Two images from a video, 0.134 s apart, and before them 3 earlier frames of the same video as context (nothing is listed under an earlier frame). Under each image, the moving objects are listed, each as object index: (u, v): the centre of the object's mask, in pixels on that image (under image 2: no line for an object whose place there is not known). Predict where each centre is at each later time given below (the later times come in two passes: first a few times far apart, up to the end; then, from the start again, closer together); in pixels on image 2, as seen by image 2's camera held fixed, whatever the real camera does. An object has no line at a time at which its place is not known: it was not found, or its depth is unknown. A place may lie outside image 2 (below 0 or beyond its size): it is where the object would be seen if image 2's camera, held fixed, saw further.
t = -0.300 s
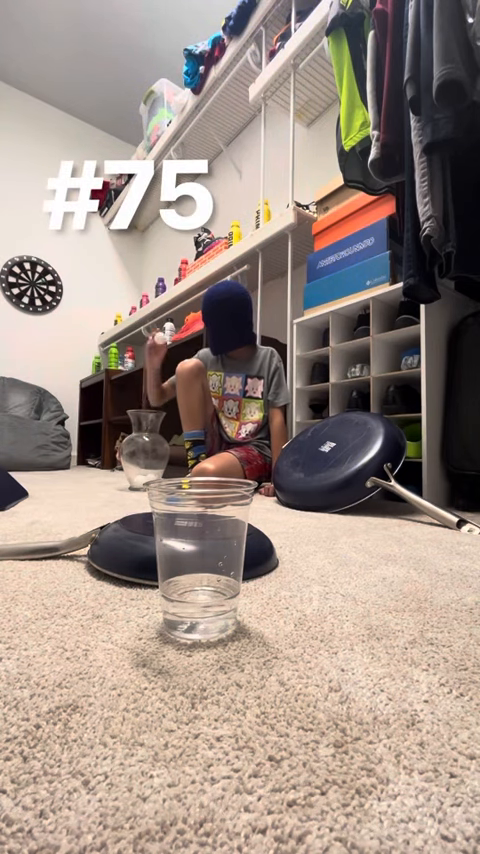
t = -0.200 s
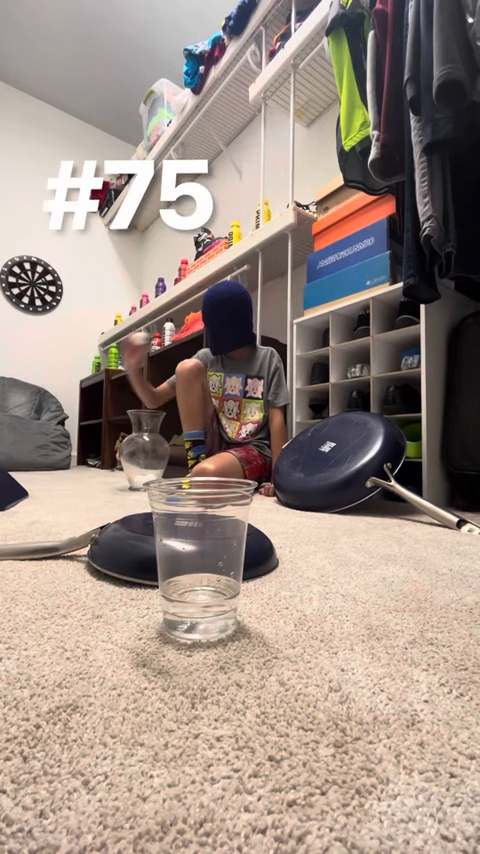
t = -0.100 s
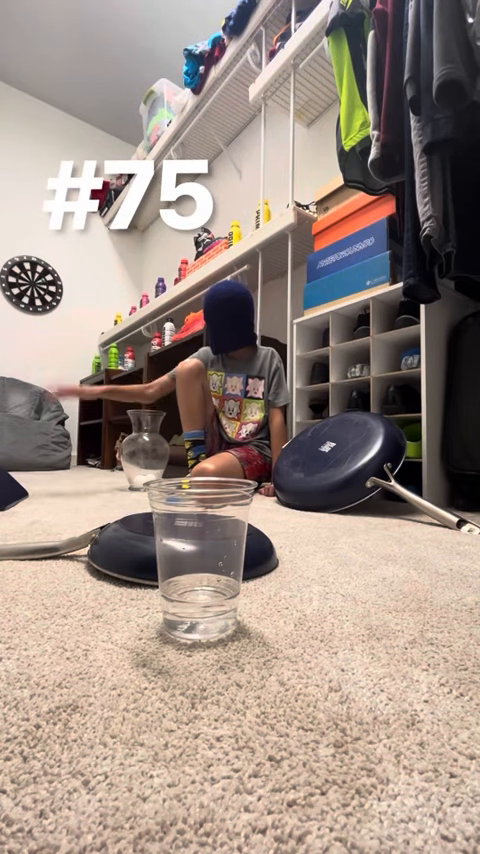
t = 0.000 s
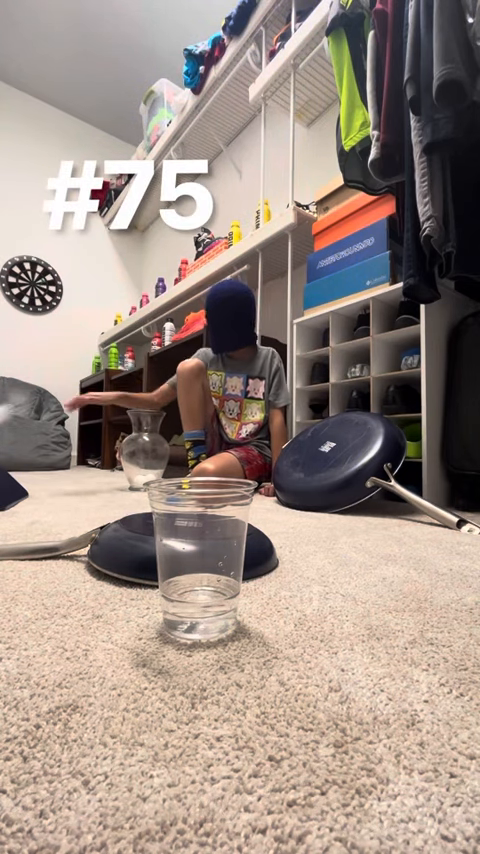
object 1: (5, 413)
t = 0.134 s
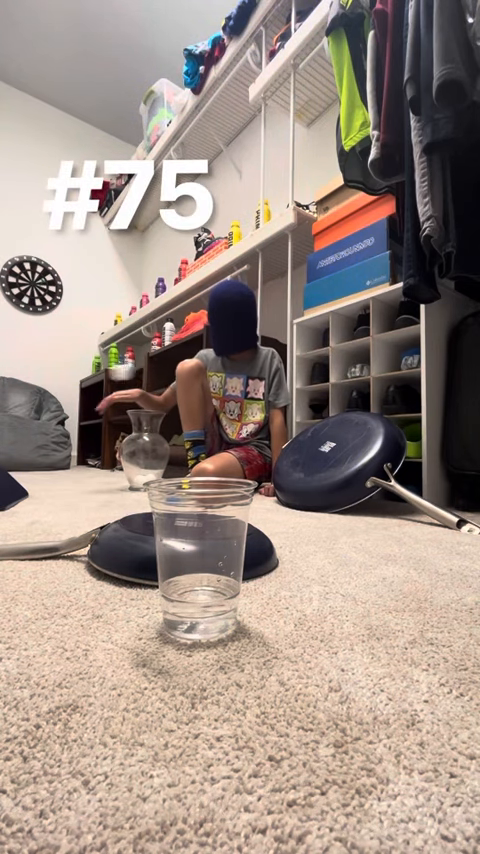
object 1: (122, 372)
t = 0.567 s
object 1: (258, 404)
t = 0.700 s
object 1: (213, 491)
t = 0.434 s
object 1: (285, 420)
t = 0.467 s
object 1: (279, 409)
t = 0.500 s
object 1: (273, 402)
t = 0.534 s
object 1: (266, 400)
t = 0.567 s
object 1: (258, 404)
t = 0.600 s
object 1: (248, 412)
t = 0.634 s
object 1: (238, 430)
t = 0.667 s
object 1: (227, 455)
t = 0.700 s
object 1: (213, 491)
